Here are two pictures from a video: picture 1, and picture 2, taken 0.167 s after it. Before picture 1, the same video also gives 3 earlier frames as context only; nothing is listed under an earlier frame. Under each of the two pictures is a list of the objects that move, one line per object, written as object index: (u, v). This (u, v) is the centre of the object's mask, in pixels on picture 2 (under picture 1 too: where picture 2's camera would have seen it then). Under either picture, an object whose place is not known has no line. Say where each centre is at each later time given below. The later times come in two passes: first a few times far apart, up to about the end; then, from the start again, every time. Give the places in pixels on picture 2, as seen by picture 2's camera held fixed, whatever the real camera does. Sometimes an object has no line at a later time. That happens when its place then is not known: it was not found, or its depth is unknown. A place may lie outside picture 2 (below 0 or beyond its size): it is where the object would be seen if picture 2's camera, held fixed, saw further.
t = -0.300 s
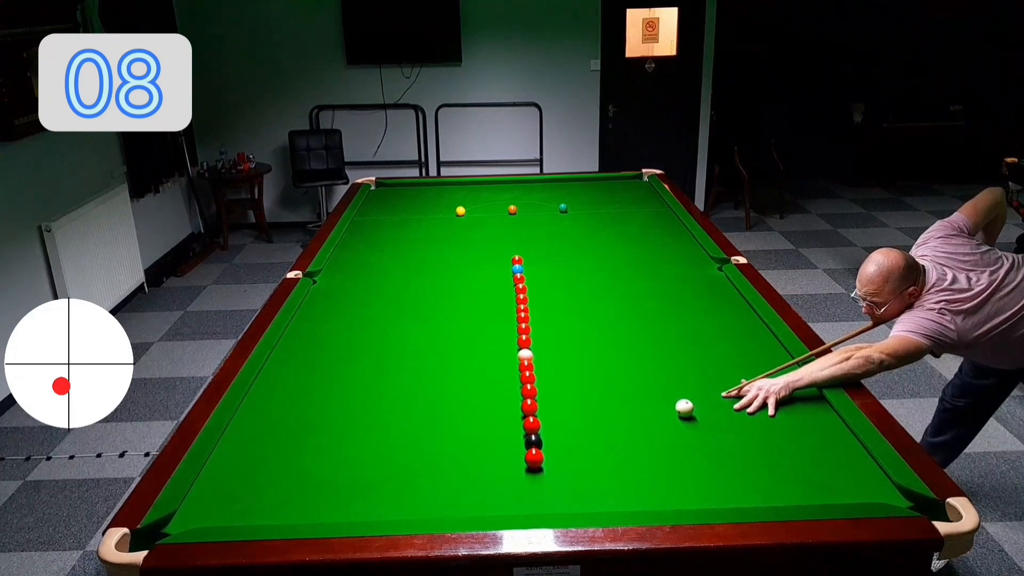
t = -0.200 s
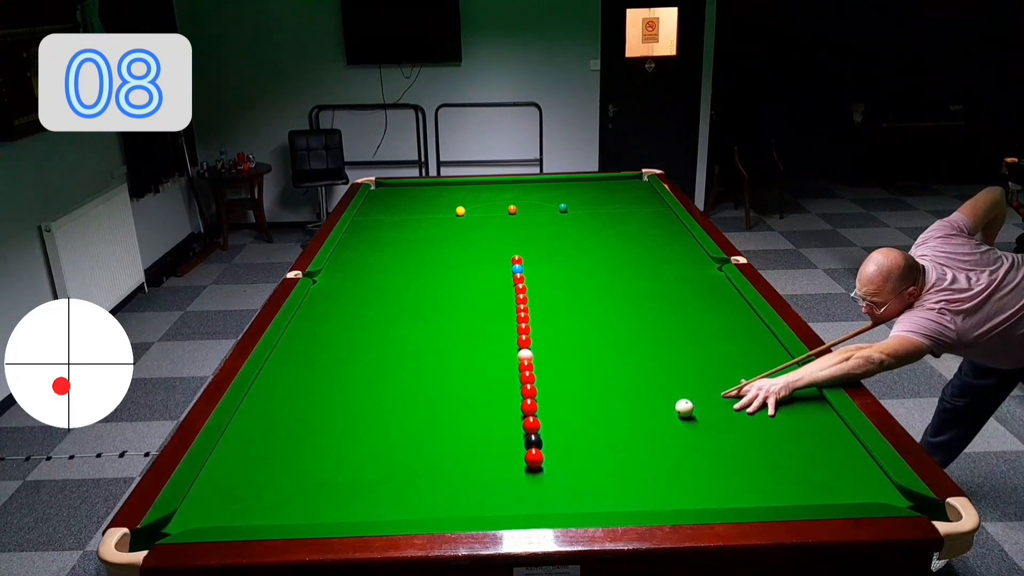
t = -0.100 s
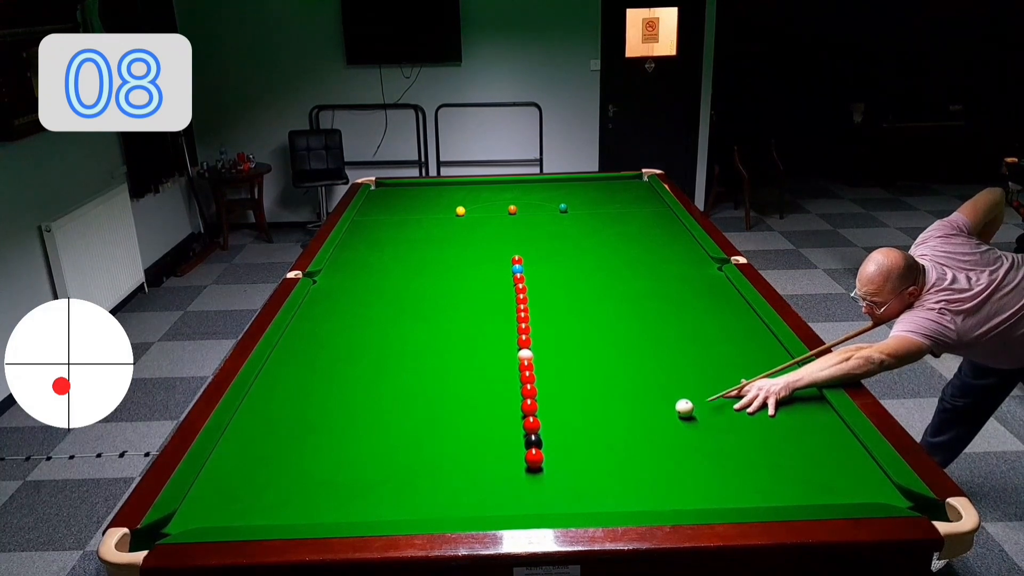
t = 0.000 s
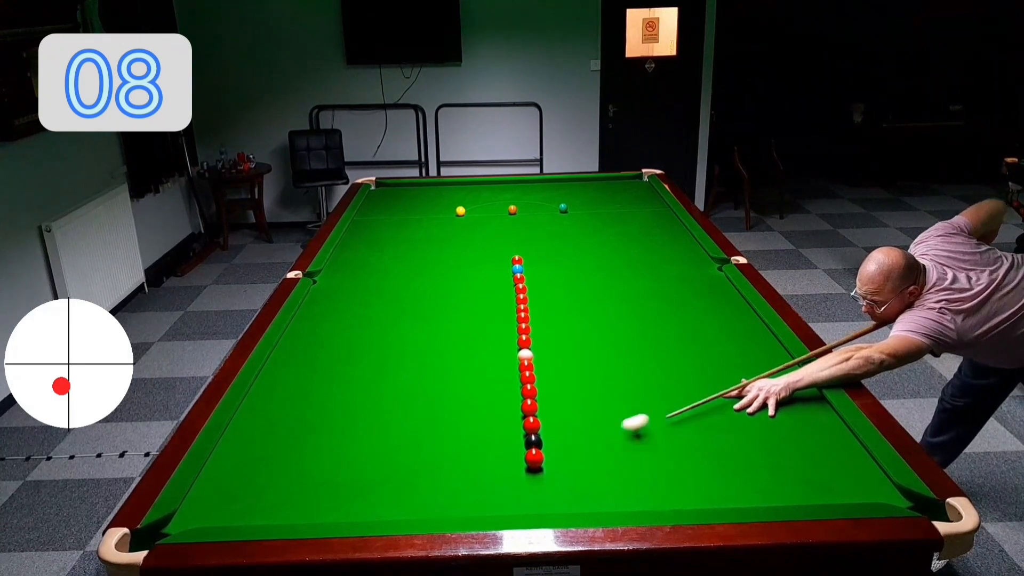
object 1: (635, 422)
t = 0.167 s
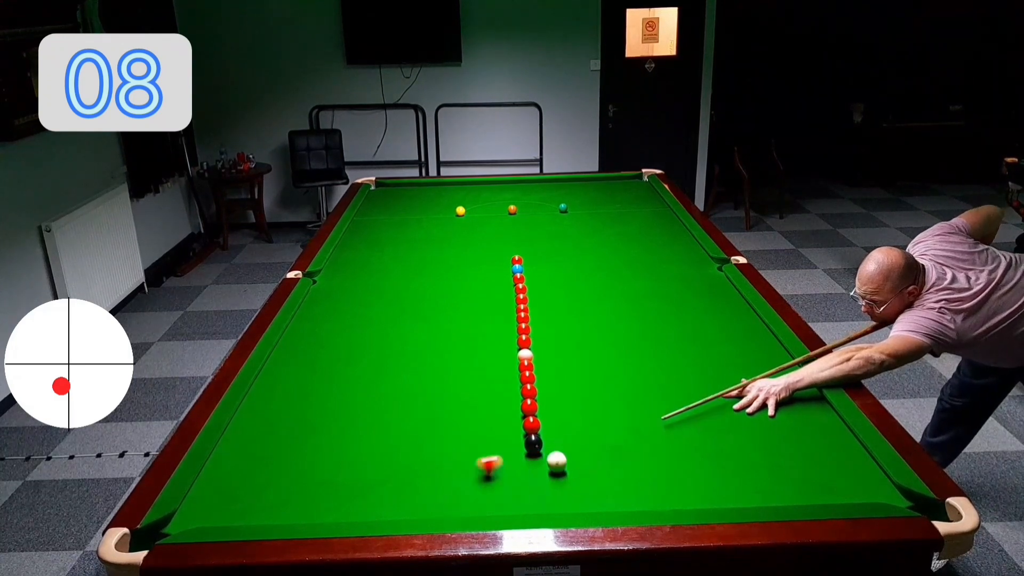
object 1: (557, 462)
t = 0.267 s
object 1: (563, 472)
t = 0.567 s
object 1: (583, 502)
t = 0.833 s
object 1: (601, 496)
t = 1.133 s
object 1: (618, 478)
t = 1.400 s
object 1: (632, 466)
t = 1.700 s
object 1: (645, 453)
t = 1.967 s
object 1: (655, 443)
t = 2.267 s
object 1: (665, 433)
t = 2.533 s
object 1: (673, 426)
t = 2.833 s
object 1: (680, 419)
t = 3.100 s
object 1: (686, 413)
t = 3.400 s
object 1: (691, 408)
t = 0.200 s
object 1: (559, 465)
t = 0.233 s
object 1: (561, 469)
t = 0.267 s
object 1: (563, 472)
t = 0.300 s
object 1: (565, 476)
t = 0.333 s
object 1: (567, 479)
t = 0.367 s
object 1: (569, 482)
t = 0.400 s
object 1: (572, 486)
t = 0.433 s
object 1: (574, 489)
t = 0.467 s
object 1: (576, 493)
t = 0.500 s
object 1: (579, 496)
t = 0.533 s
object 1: (581, 500)
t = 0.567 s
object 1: (583, 502)
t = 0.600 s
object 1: (585, 504)
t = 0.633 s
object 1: (588, 506)
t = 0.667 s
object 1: (590, 504)
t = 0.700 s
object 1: (592, 502)
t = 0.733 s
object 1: (595, 501)
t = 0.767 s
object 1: (597, 500)
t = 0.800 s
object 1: (599, 498)
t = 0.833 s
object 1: (601, 496)
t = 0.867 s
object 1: (603, 494)
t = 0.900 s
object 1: (605, 492)
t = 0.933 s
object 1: (607, 490)
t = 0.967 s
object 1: (609, 488)
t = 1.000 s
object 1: (611, 486)
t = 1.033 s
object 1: (613, 484)
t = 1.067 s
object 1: (615, 482)
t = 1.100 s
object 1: (617, 481)
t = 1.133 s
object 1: (618, 478)
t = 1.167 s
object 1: (620, 477)
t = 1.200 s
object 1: (622, 475)
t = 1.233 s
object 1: (624, 473)
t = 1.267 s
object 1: (625, 472)
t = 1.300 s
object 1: (627, 470)
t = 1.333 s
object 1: (629, 469)
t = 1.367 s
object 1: (630, 467)
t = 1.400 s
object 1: (632, 466)
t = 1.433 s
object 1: (634, 464)
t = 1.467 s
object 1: (635, 462)
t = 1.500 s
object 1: (637, 461)
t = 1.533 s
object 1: (638, 460)
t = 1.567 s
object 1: (639, 458)
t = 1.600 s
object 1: (641, 457)
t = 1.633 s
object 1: (642, 455)
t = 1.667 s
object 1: (644, 454)
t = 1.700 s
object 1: (645, 453)
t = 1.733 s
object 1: (646, 451)
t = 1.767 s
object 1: (648, 450)
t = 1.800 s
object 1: (649, 449)
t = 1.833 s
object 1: (650, 448)
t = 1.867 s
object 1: (652, 446)
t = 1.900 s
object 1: (653, 445)
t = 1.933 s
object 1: (654, 444)
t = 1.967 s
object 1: (655, 443)
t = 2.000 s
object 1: (656, 442)
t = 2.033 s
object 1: (658, 441)
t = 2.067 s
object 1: (659, 440)
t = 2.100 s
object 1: (660, 438)
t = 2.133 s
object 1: (661, 437)
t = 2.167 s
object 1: (662, 436)
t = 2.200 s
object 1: (663, 435)
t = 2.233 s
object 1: (664, 434)
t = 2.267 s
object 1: (665, 433)
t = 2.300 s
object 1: (666, 432)
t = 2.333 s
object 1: (668, 431)
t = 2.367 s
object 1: (668, 430)
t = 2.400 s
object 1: (669, 429)
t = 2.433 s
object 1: (670, 429)
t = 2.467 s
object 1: (671, 428)
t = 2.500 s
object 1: (672, 427)
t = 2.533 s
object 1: (673, 426)
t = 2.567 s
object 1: (674, 425)
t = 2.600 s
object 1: (675, 424)
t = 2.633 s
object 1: (676, 424)
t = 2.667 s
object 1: (677, 422)
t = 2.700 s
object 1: (677, 422)
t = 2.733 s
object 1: (678, 421)
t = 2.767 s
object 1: (679, 420)
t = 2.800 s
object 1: (680, 419)
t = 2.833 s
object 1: (680, 419)
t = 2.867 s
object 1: (681, 418)
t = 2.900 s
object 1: (682, 417)
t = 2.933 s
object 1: (683, 417)
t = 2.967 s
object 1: (683, 416)
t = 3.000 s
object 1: (684, 415)
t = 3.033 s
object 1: (684, 415)
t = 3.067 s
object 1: (685, 414)
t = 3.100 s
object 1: (686, 413)
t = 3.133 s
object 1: (686, 413)
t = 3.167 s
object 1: (687, 412)
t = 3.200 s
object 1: (688, 412)
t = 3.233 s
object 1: (688, 411)
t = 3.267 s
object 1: (689, 411)
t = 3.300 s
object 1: (689, 410)
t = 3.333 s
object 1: (690, 409)
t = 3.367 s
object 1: (690, 409)
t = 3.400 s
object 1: (691, 408)
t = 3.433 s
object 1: (691, 408)
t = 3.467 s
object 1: (691, 407)
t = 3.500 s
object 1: (692, 407)
